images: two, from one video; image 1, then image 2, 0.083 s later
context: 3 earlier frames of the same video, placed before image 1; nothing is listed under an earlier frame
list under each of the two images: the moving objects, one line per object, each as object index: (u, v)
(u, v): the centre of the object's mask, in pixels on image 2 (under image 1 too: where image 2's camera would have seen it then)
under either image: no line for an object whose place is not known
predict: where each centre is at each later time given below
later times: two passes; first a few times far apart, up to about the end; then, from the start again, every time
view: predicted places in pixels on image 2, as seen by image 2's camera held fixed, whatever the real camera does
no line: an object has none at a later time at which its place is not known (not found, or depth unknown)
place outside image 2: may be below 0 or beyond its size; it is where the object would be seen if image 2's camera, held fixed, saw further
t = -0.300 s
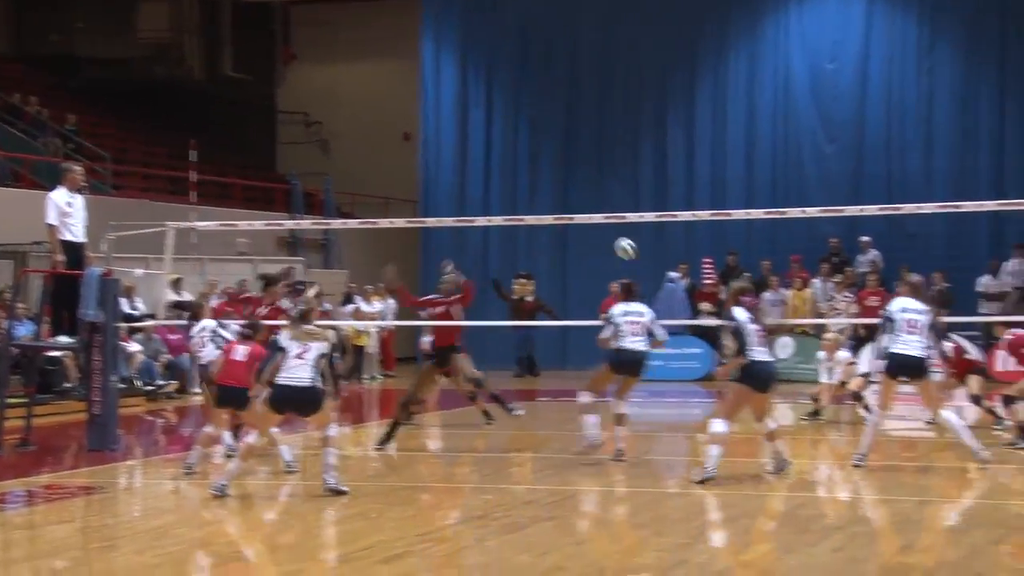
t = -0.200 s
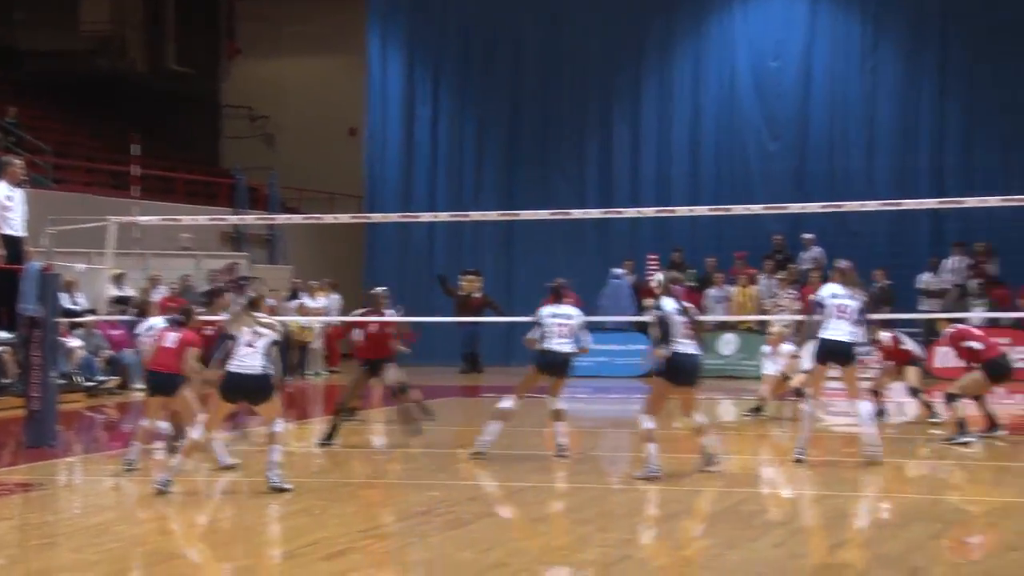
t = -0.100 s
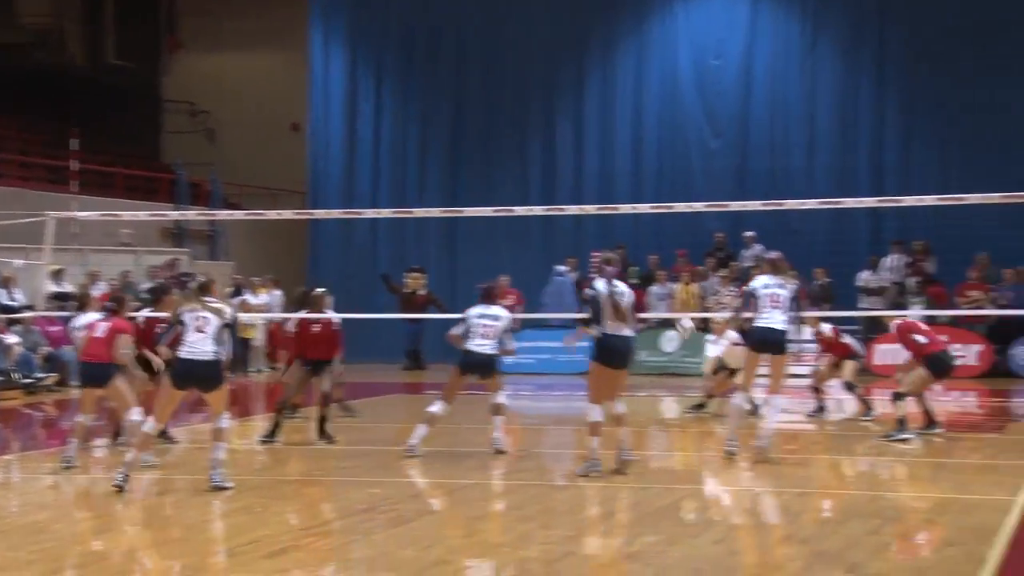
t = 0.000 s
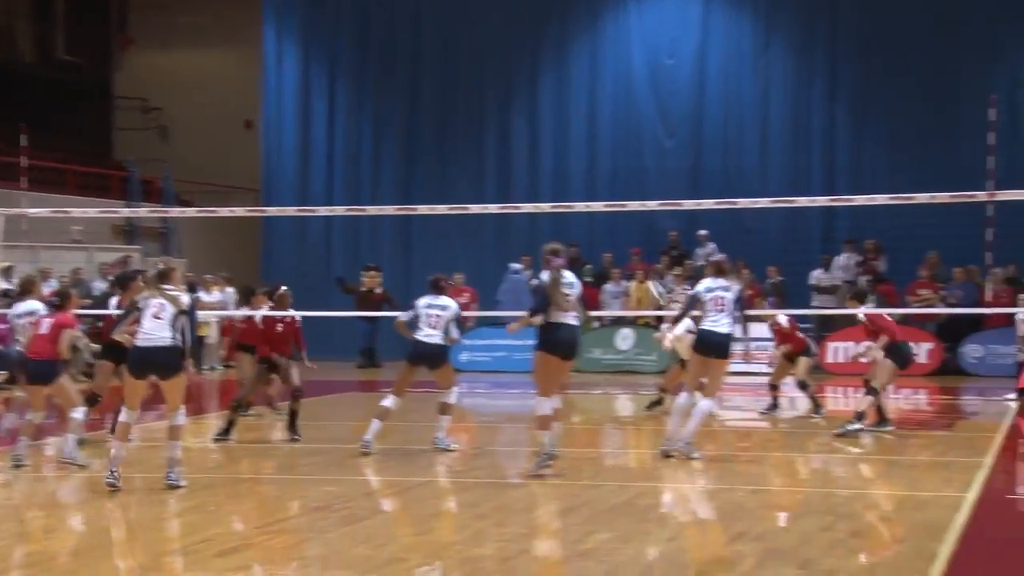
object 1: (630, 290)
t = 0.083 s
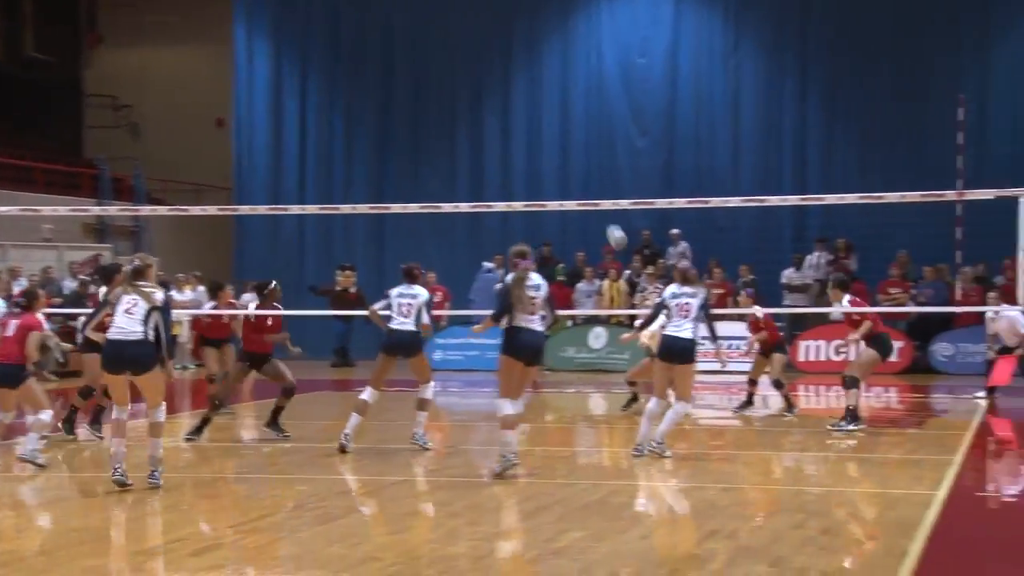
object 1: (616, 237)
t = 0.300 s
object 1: (585, 124)
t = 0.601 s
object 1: (545, 35)
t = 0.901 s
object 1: (508, 23)
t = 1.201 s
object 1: (471, 88)
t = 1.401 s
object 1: (446, 173)
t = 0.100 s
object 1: (614, 227)
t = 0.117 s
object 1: (611, 217)
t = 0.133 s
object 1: (608, 207)
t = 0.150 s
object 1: (605, 194)
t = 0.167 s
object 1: (603, 188)
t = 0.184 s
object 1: (601, 180)
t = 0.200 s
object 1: (599, 171)
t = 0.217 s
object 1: (597, 163)
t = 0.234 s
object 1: (594, 155)
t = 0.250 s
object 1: (592, 147)
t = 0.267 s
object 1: (590, 139)
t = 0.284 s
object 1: (587, 132)
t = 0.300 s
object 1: (585, 124)
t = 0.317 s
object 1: (582, 117)
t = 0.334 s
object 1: (580, 111)
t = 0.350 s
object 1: (578, 104)
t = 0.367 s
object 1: (575, 98)
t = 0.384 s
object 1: (573, 92)
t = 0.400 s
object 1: (571, 86)
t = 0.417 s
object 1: (569, 81)
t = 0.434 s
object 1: (567, 75)
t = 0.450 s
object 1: (564, 70)
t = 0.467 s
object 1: (562, 65)
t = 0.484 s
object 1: (560, 60)
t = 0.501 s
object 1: (558, 56)
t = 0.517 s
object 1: (556, 52)
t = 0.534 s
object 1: (553, 48)
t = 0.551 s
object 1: (551, 45)
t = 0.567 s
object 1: (549, 41)
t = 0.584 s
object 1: (547, 38)
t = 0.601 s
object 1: (545, 35)
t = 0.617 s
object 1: (543, 32)
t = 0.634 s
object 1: (541, 30)
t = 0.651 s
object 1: (539, 28)
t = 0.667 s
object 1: (537, 25)
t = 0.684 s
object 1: (534, 24)
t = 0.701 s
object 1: (532, 23)
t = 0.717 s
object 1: (531, 21)
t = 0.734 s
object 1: (528, 20)
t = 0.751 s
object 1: (526, 19)
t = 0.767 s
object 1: (524, 19)
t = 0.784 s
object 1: (522, 18)
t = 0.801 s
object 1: (520, 18)
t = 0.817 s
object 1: (518, 19)
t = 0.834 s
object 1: (516, 19)
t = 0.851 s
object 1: (514, 20)
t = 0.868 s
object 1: (511, 21)
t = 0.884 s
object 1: (510, 22)
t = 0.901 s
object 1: (508, 23)
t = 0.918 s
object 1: (506, 25)
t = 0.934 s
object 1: (504, 27)
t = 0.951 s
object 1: (502, 28)
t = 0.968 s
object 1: (500, 31)
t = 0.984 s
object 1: (498, 33)
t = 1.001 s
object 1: (496, 36)
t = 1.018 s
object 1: (493, 39)
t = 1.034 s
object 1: (491, 43)
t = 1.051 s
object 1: (489, 46)
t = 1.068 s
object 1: (487, 50)
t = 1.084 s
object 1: (485, 54)
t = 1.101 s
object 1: (483, 58)
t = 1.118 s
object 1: (481, 63)
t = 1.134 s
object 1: (479, 67)
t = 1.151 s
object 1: (477, 72)
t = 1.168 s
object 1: (475, 77)
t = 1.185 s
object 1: (473, 83)
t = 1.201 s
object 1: (471, 88)
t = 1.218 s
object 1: (468, 94)
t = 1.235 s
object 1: (466, 100)
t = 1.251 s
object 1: (464, 107)
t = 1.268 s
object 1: (462, 113)
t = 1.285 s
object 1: (460, 120)
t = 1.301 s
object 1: (458, 127)
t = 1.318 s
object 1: (456, 134)
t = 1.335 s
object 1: (454, 141)
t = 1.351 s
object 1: (452, 149)
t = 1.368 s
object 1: (450, 156)
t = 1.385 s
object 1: (448, 164)
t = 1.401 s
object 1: (446, 173)
